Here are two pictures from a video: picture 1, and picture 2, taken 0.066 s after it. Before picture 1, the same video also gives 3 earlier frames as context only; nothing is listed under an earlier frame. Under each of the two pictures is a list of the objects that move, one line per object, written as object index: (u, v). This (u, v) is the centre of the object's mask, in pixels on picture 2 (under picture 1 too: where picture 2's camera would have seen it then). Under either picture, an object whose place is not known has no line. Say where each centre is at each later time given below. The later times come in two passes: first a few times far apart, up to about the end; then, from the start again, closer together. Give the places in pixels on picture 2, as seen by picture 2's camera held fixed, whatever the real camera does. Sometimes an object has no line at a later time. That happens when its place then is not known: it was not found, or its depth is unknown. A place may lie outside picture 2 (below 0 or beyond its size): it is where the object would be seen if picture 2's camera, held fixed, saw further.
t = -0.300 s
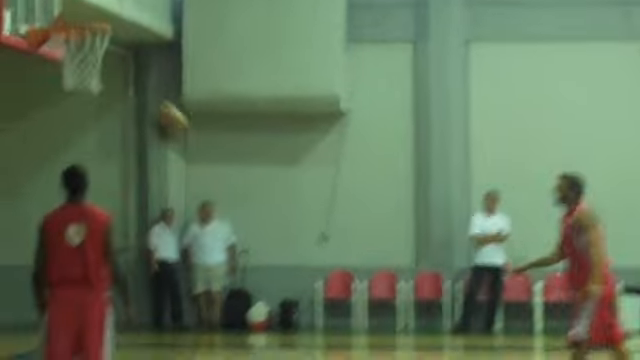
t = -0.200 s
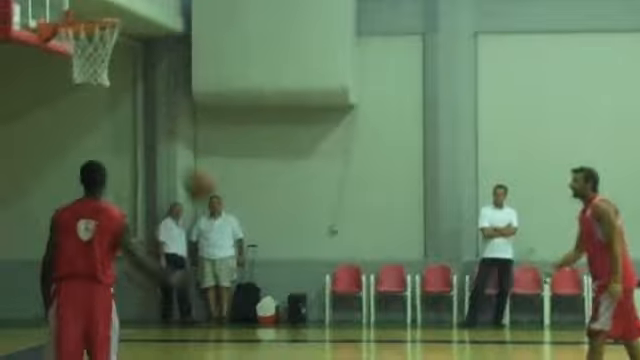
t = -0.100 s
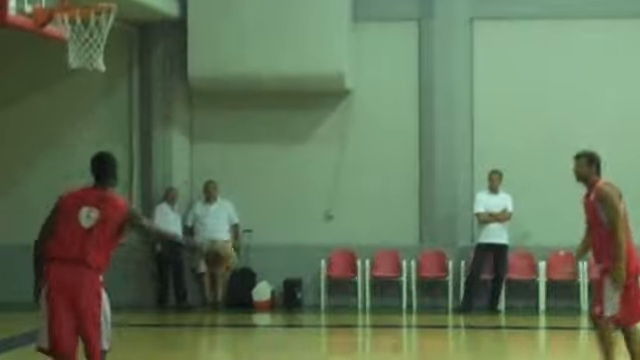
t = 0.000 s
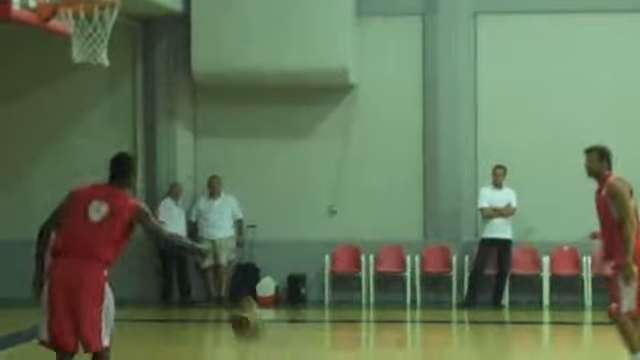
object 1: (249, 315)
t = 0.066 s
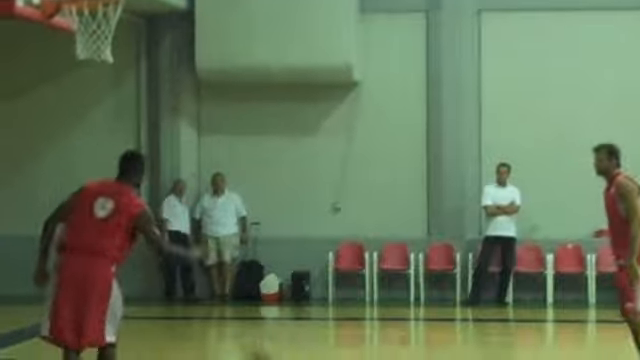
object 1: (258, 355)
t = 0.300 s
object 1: (320, 286)
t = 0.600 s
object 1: (389, 217)
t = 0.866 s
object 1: (447, 250)
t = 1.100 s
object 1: (493, 350)
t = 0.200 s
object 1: (299, 340)
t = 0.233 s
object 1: (308, 321)
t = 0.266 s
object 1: (315, 300)
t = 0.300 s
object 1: (320, 286)
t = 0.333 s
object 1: (330, 274)
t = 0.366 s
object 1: (338, 259)
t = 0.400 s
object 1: (346, 251)
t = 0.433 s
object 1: (351, 242)
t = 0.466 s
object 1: (360, 234)
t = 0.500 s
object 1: (368, 228)
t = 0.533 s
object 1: (376, 222)
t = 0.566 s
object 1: (382, 220)
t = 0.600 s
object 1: (389, 217)
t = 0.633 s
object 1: (397, 216)
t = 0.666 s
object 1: (403, 217)
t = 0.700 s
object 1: (412, 219)
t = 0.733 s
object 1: (419, 224)
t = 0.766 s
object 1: (426, 229)
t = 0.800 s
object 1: (434, 235)
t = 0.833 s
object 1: (439, 242)
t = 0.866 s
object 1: (447, 250)
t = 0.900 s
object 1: (456, 259)
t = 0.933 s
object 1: (463, 271)
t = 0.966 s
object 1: (470, 289)
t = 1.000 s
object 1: (474, 300)
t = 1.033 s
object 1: (481, 315)
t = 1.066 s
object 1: (487, 336)
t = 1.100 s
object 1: (493, 350)
